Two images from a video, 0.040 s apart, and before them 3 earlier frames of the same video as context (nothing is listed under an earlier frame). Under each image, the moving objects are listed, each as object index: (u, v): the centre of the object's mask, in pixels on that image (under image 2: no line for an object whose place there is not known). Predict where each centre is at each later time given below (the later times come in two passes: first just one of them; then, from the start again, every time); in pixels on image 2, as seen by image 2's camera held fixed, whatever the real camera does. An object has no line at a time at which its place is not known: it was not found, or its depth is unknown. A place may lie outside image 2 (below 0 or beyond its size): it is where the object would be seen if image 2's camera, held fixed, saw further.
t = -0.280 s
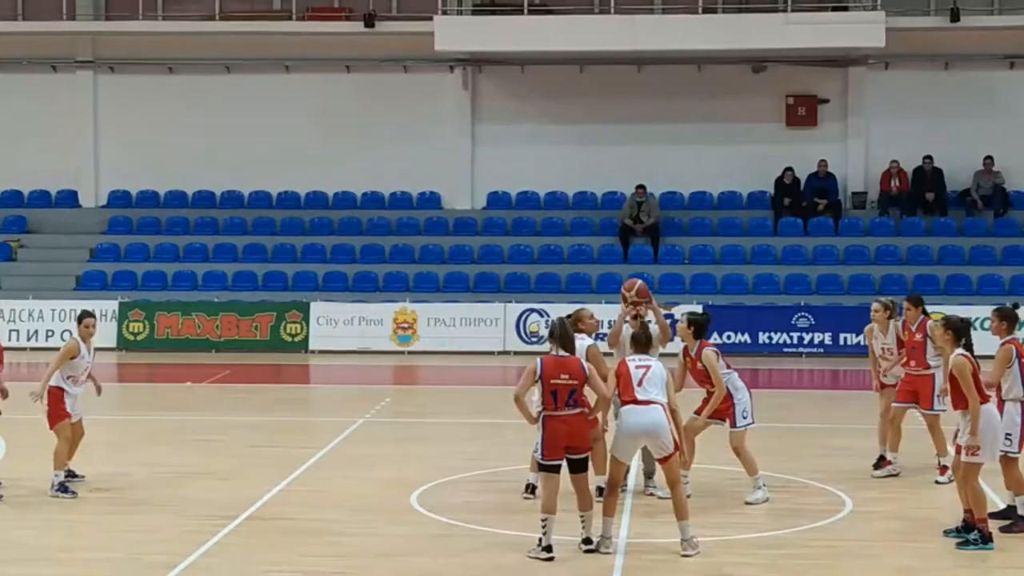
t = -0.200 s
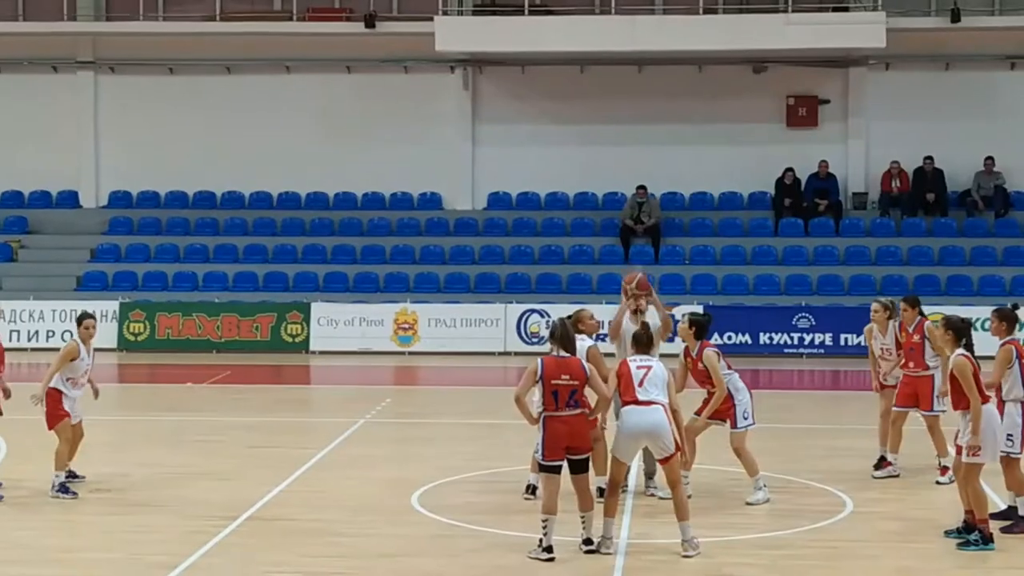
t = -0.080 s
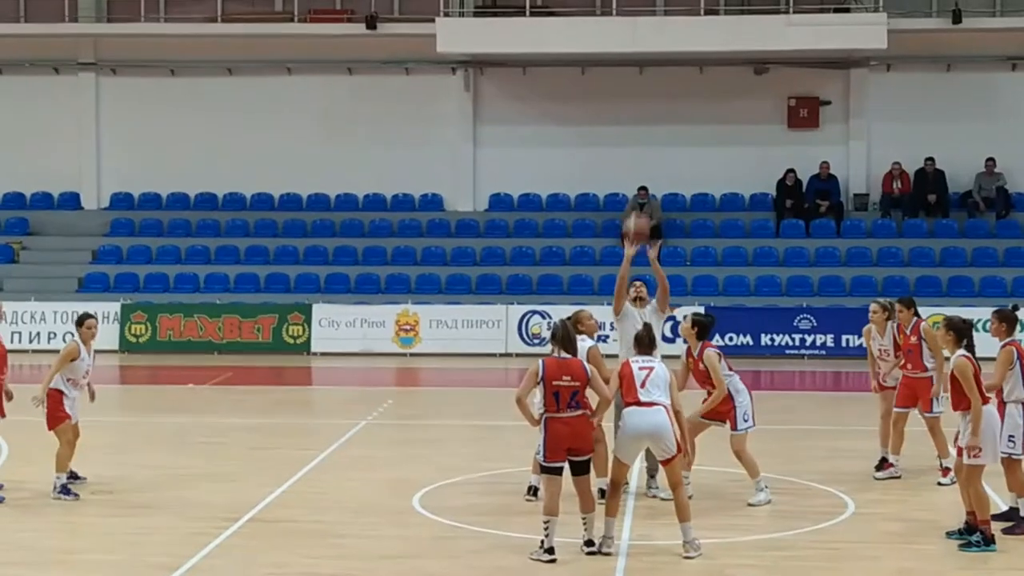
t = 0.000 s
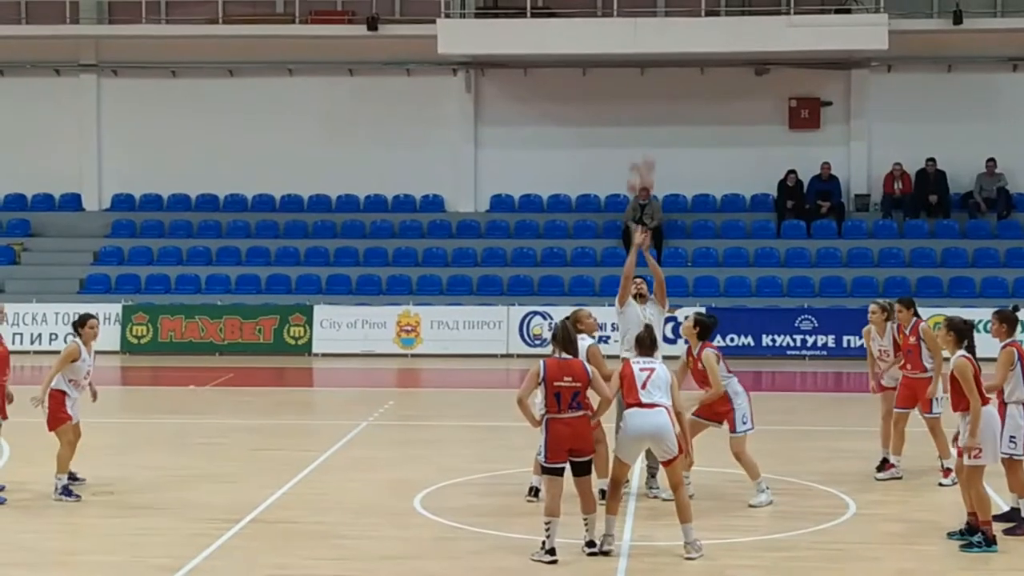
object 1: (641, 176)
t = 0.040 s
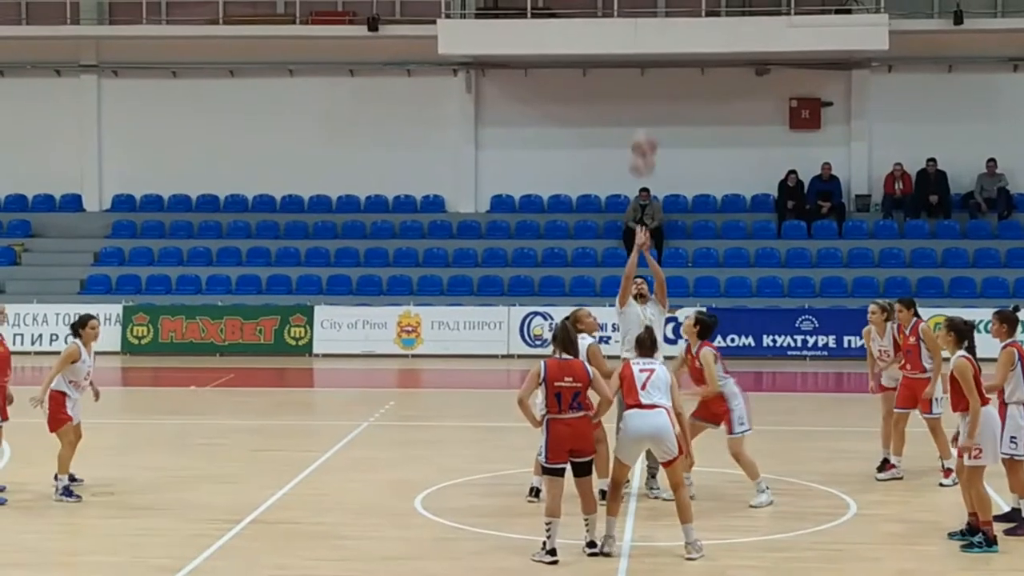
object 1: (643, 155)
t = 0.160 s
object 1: (646, 93)
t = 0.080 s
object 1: (645, 128)
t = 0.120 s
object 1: (645, 111)
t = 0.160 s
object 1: (646, 93)
